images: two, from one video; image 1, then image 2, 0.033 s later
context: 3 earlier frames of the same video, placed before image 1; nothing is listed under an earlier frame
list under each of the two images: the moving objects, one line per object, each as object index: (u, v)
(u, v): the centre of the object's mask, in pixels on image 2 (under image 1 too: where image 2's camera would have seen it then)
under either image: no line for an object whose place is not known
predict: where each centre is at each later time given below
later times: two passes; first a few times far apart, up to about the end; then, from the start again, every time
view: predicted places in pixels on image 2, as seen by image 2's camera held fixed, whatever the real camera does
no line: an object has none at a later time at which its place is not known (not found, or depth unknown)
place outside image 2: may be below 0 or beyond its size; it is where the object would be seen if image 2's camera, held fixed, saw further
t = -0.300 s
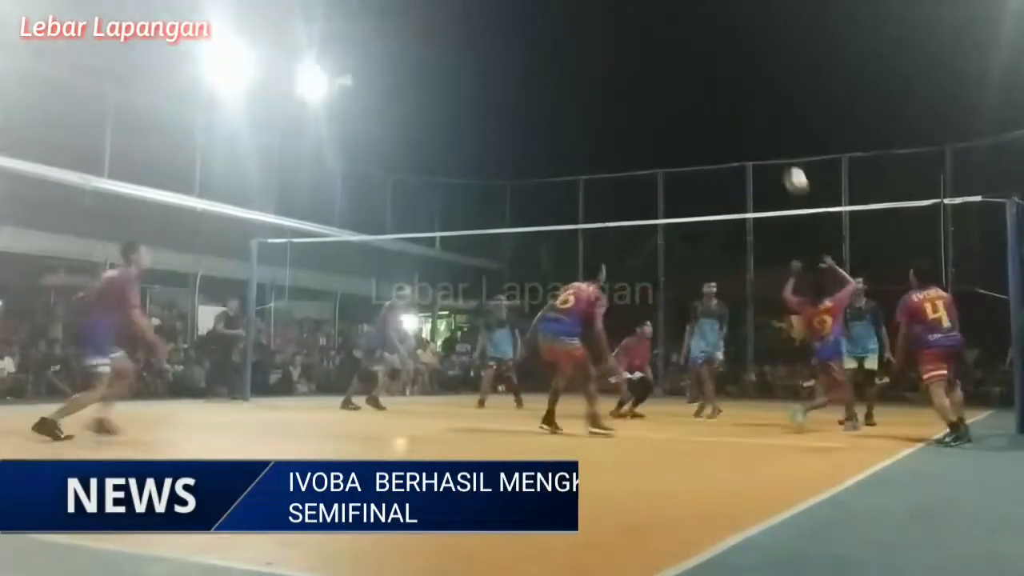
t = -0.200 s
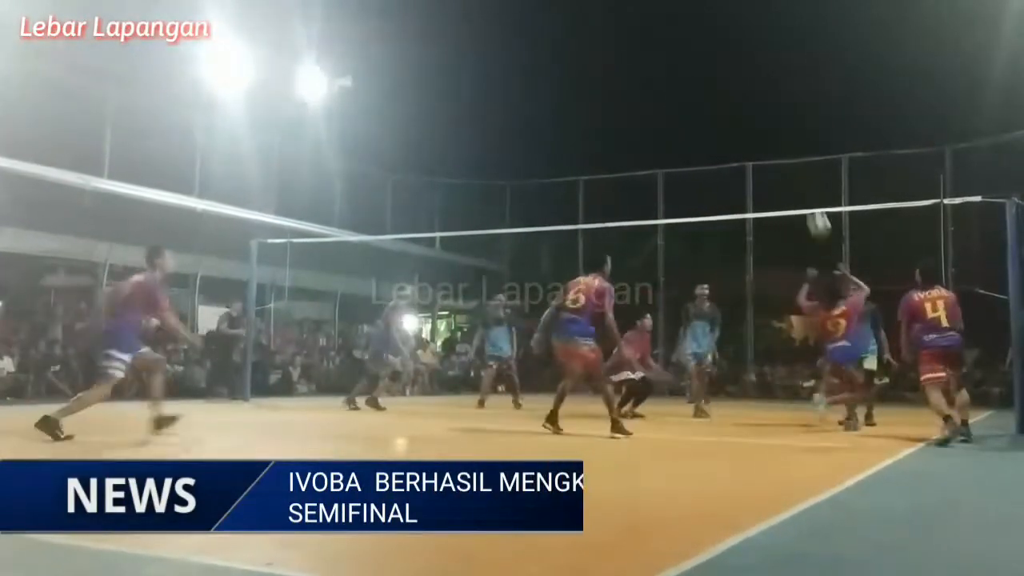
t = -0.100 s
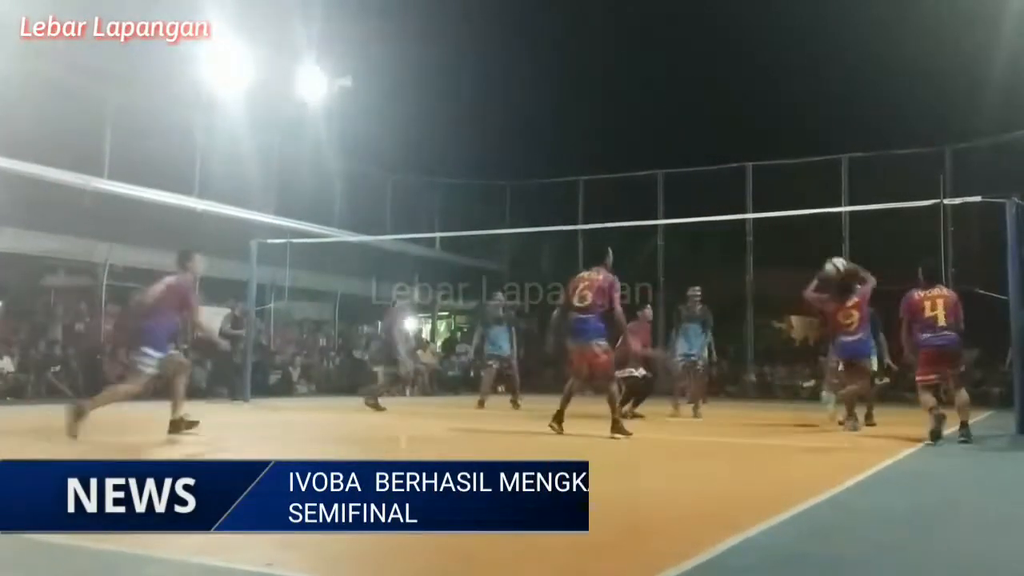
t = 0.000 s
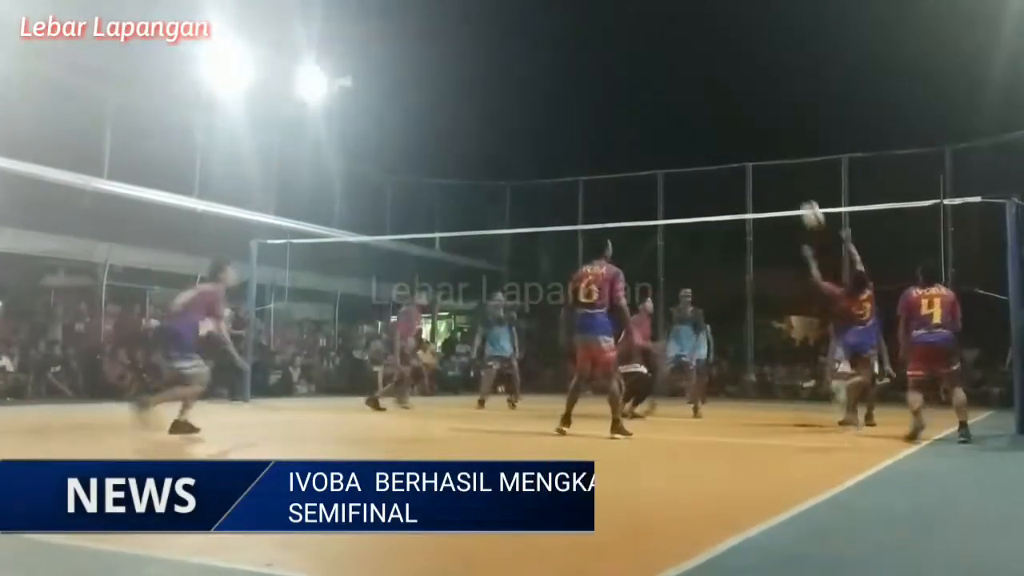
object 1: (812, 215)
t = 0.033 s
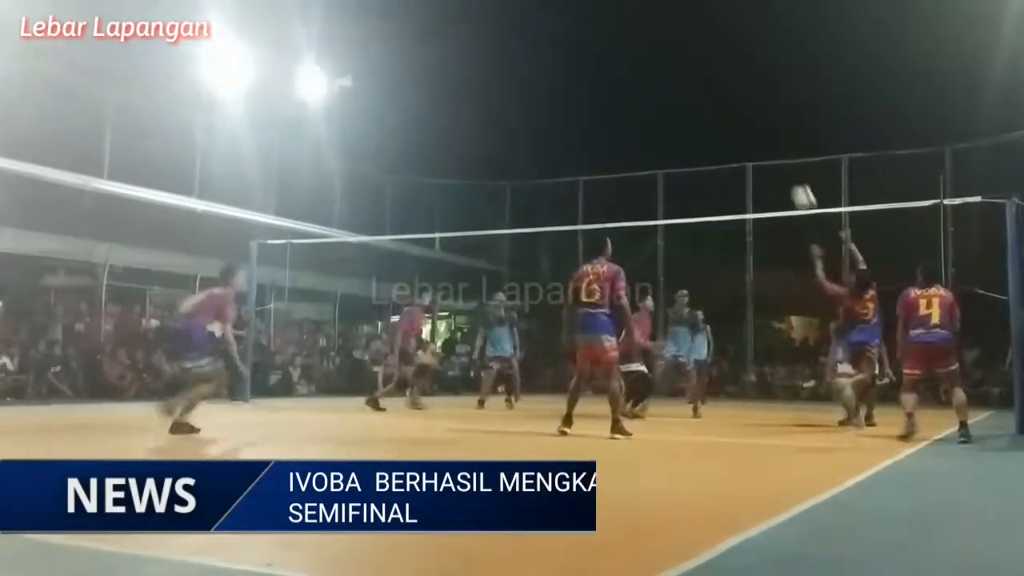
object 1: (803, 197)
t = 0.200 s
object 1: (761, 128)
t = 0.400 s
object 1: (715, 85)
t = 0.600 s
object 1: (673, 75)
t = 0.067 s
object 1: (794, 181)
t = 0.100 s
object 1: (786, 165)
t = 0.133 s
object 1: (778, 151)
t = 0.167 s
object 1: (770, 140)
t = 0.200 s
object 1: (761, 128)
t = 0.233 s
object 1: (753, 118)
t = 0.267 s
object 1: (746, 110)
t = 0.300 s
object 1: (737, 102)
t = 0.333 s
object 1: (730, 95)
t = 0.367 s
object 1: (723, 89)
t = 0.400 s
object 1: (715, 85)
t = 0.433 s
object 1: (708, 81)
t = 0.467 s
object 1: (701, 78)
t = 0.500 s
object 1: (694, 76)
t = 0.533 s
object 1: (686, 75)
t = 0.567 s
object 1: (679, 74)
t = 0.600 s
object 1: (673, 75)
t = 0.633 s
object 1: (666, 76)
